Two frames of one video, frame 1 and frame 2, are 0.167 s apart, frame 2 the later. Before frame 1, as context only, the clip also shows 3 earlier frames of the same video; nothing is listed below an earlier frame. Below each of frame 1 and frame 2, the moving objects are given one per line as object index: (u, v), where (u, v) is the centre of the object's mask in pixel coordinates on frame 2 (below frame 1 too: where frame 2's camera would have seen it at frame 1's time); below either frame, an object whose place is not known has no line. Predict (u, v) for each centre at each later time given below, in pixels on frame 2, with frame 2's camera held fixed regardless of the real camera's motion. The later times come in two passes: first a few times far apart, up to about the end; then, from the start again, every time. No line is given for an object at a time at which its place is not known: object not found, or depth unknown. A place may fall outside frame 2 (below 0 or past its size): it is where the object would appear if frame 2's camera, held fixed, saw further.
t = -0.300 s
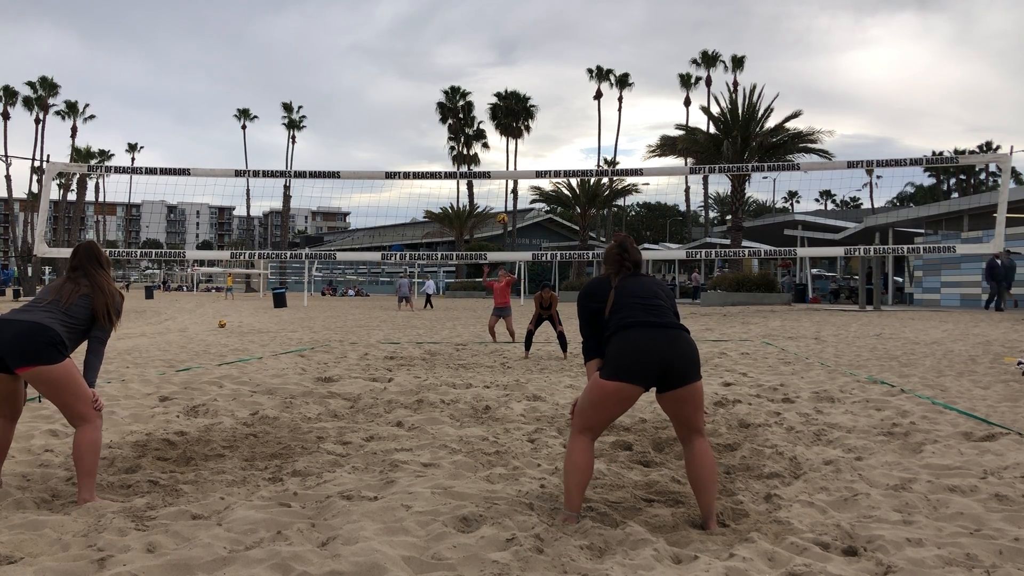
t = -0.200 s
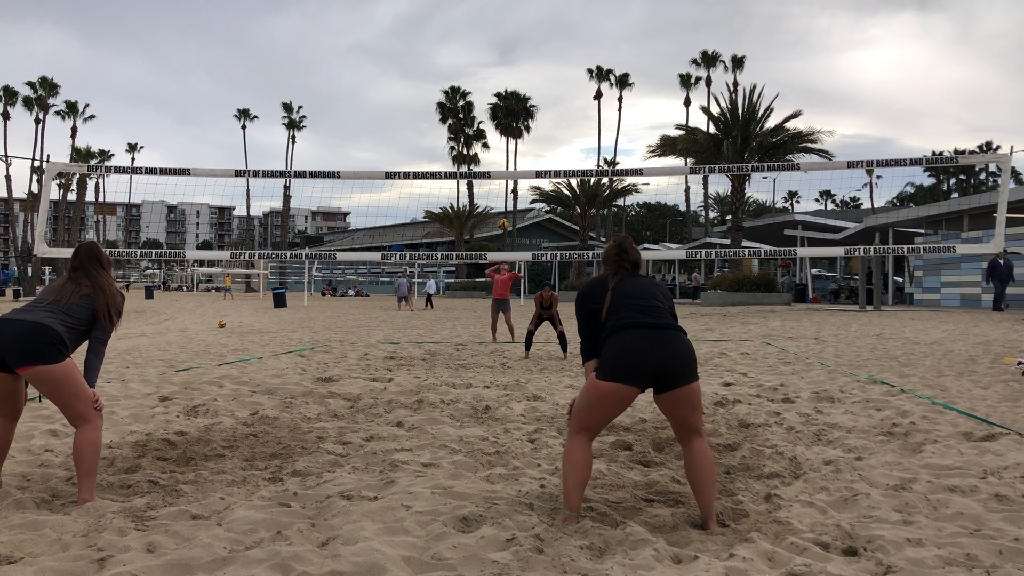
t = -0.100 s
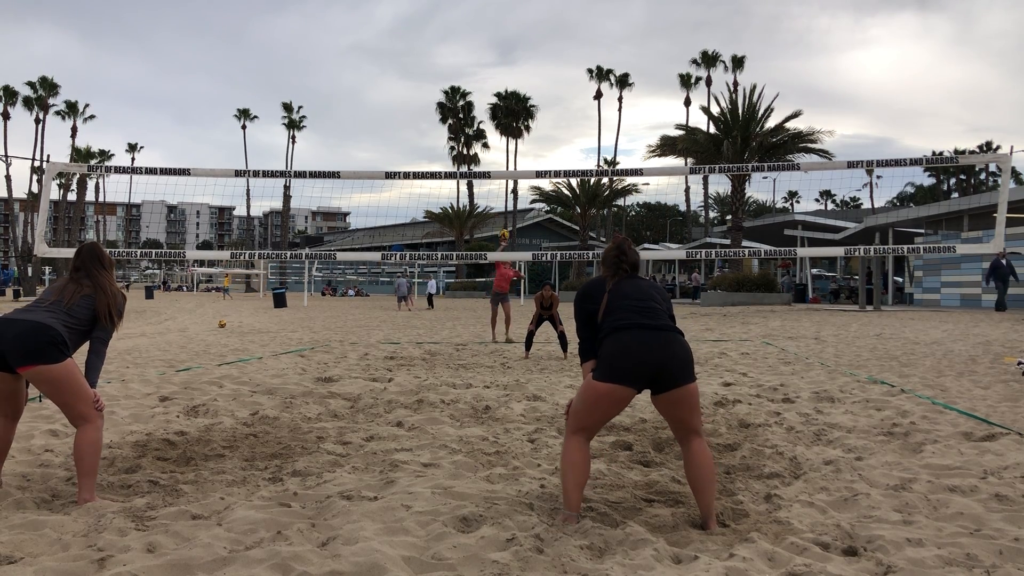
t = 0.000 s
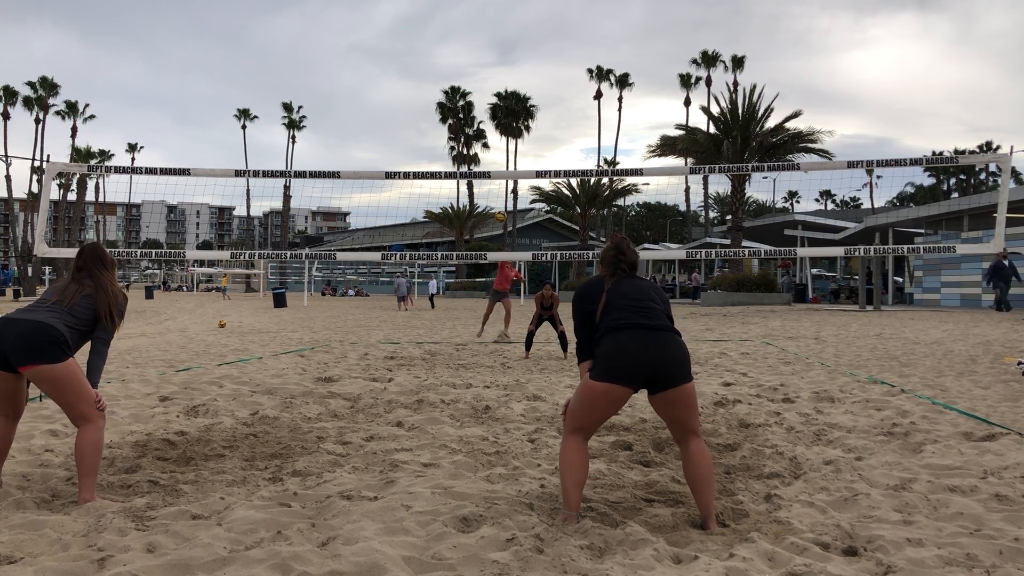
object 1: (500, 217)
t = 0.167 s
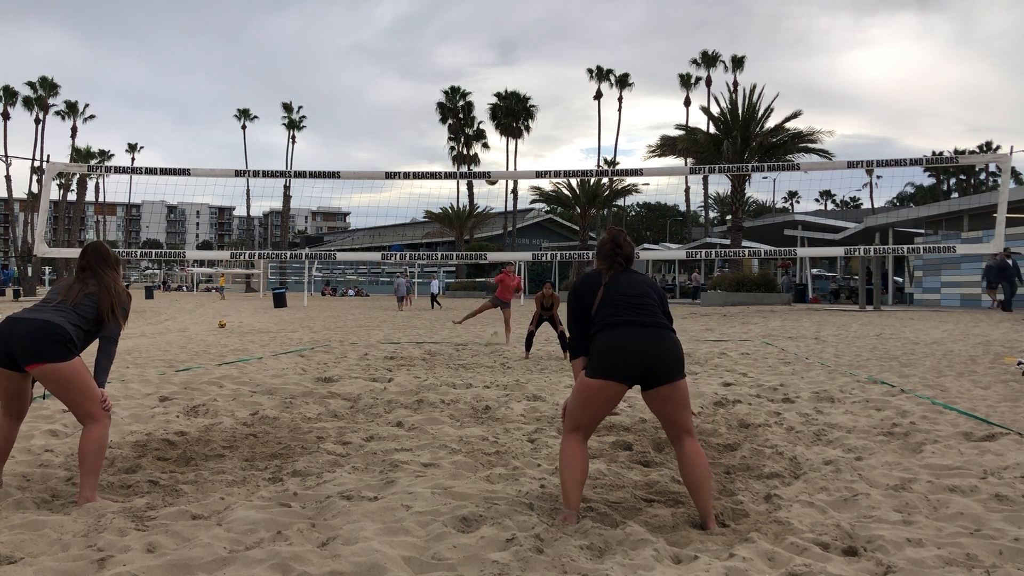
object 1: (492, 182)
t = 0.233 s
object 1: (487, 164)
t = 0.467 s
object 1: (468, 133)
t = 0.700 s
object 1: (445, 142)
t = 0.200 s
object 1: (489, 168)
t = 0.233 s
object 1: (487, 164)
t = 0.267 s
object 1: (485, 158)
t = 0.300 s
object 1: (483, 152)
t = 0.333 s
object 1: (480, 146)
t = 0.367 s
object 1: (476, 142)
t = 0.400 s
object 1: (474, 138)
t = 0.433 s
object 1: (471, 135)
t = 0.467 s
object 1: (468, 133)
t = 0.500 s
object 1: (465, 131)
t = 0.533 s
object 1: (462, 130)
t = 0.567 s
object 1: (459, 130)
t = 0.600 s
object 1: (456, 131)
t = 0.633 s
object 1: (453, 133)
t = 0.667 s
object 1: (449, 136)
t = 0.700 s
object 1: (445, 142)
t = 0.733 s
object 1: (441, 149)
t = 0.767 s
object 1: (438, 157)
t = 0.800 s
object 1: (434, 169)
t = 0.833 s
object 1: (429, 182)
